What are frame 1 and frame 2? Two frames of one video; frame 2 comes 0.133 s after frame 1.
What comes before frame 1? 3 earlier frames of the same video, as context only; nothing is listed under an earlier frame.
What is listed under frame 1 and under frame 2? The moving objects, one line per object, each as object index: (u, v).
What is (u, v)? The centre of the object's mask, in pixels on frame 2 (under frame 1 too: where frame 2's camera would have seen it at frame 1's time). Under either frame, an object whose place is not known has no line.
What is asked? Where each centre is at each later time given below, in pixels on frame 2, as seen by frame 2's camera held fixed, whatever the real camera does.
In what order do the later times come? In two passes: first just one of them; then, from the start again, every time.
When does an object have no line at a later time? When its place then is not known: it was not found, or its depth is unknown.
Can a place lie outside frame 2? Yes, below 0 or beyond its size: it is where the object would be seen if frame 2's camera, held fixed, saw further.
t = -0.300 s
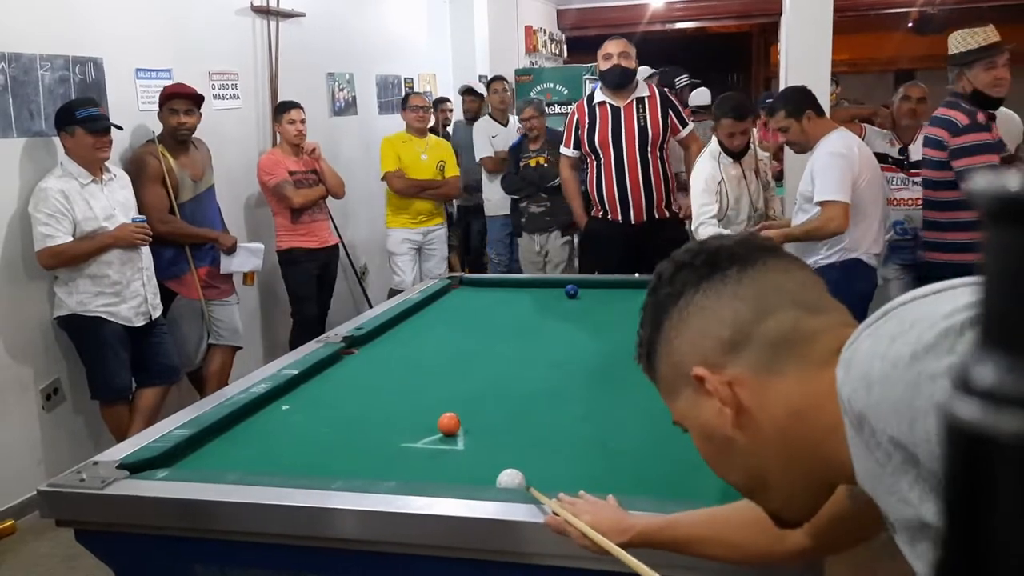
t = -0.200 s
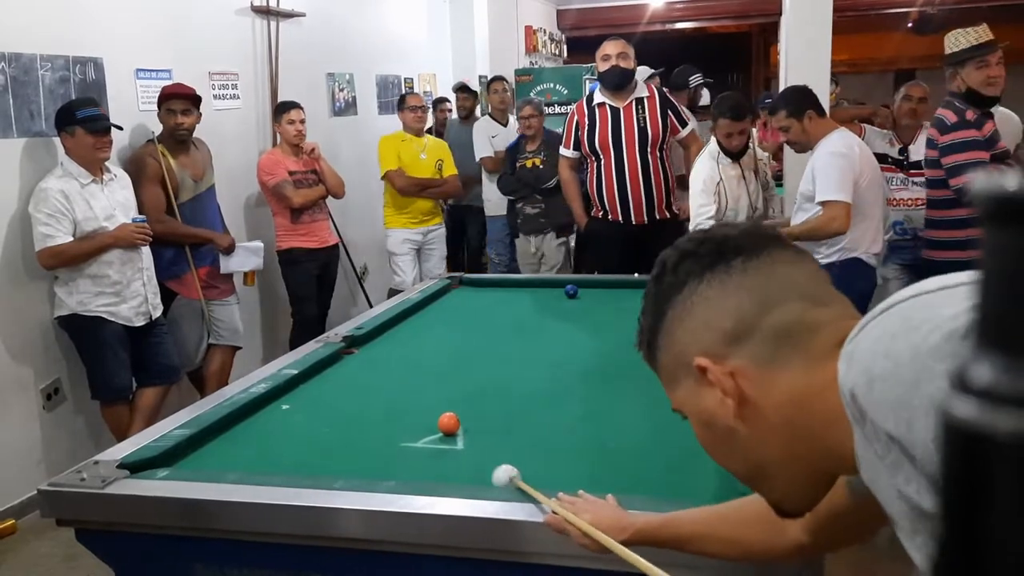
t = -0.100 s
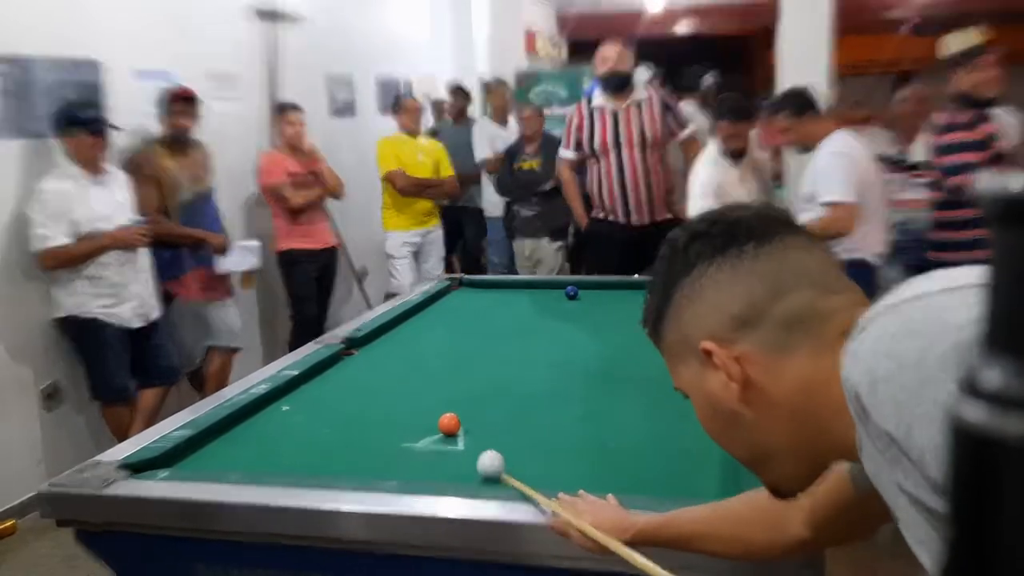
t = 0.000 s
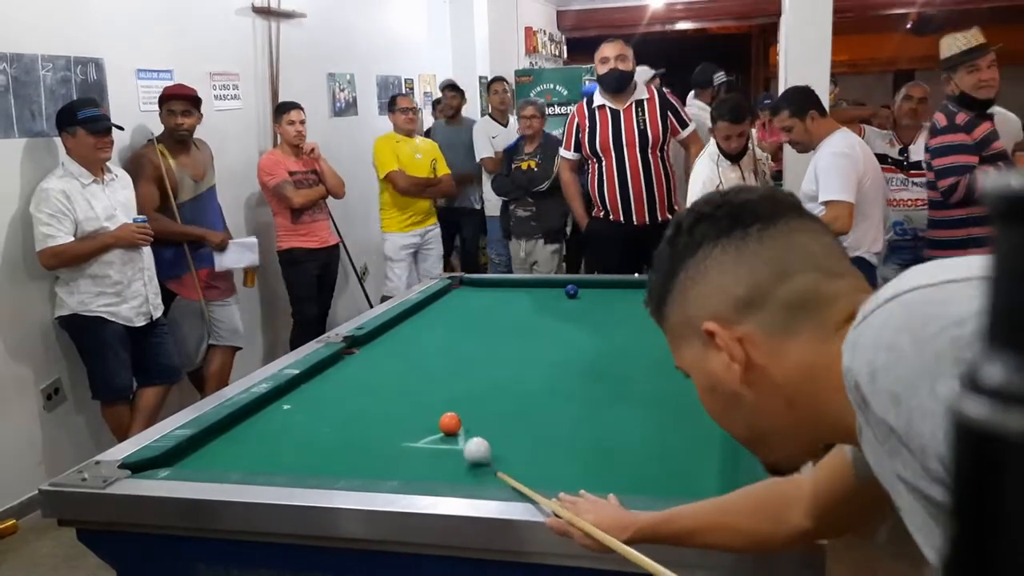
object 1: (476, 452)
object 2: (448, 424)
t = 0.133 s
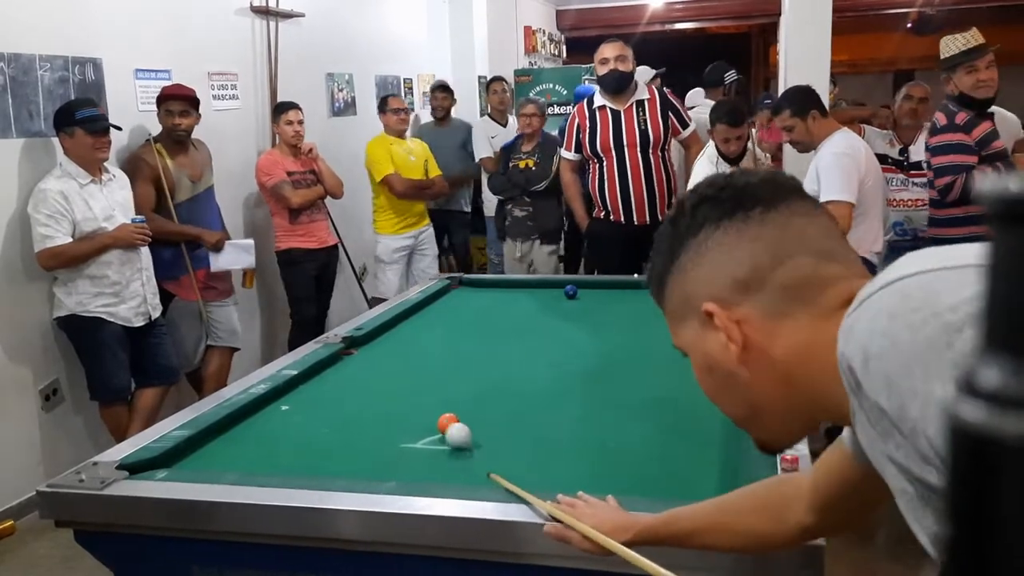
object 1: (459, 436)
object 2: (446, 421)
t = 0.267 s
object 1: (448, 429)
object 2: (442, 412)
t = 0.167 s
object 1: (455, 432)
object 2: (445, 419)
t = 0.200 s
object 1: (452, 431)
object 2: (444, 416)
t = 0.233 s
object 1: (451, 430)
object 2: (444, 414)
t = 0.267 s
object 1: (448, 429)
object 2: (442, 412)
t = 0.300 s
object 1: (446, 428)
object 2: (441, 410)
